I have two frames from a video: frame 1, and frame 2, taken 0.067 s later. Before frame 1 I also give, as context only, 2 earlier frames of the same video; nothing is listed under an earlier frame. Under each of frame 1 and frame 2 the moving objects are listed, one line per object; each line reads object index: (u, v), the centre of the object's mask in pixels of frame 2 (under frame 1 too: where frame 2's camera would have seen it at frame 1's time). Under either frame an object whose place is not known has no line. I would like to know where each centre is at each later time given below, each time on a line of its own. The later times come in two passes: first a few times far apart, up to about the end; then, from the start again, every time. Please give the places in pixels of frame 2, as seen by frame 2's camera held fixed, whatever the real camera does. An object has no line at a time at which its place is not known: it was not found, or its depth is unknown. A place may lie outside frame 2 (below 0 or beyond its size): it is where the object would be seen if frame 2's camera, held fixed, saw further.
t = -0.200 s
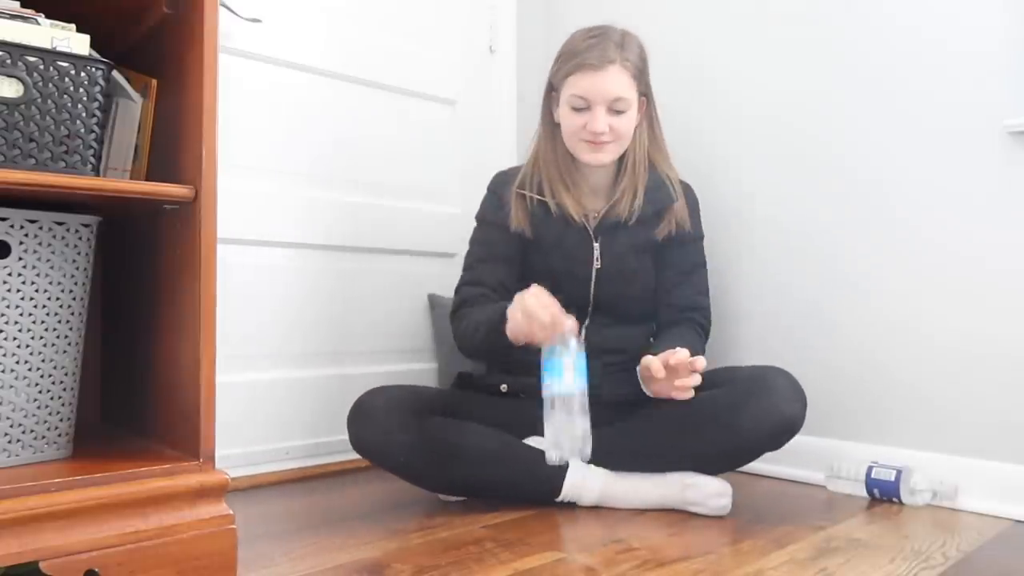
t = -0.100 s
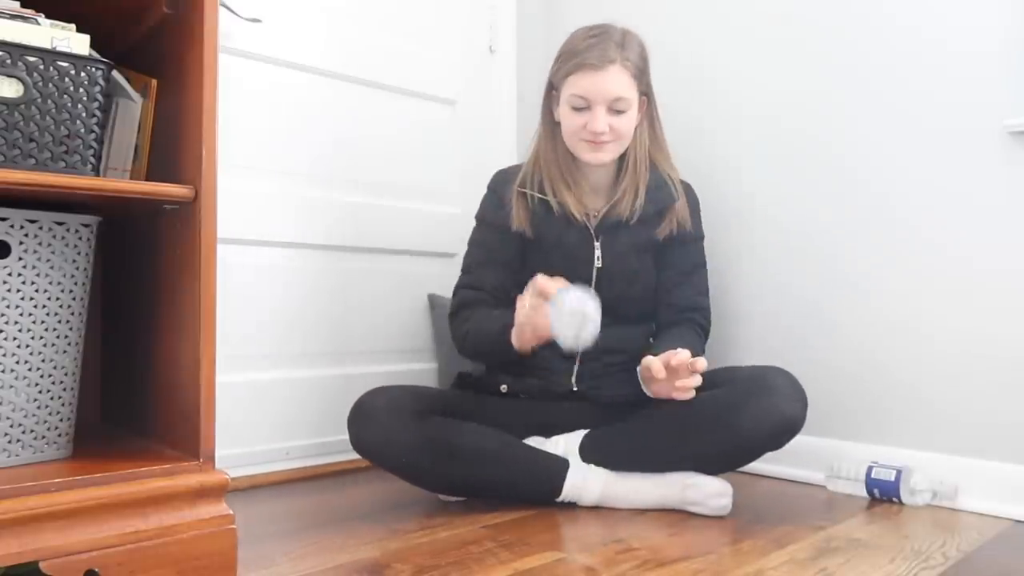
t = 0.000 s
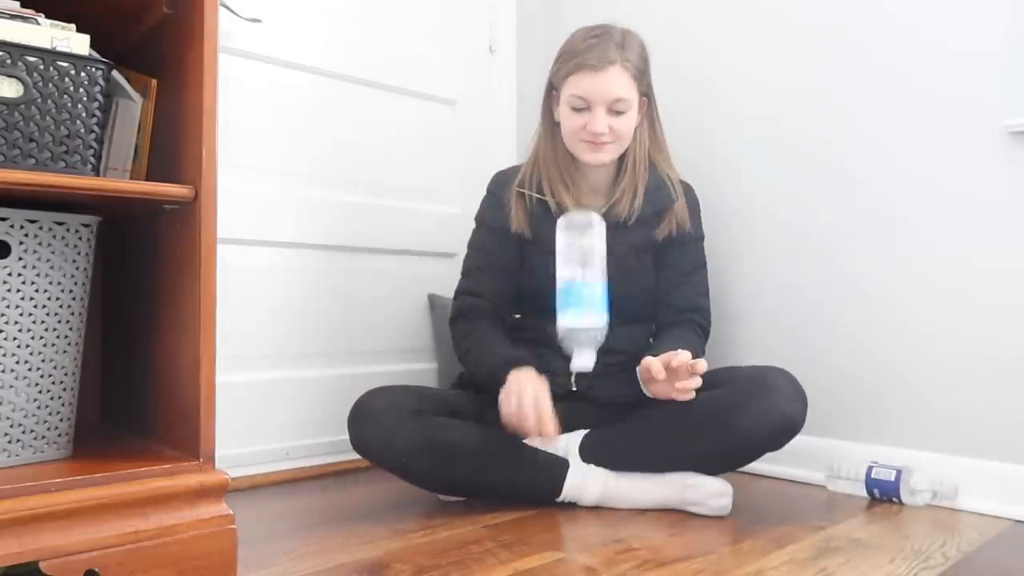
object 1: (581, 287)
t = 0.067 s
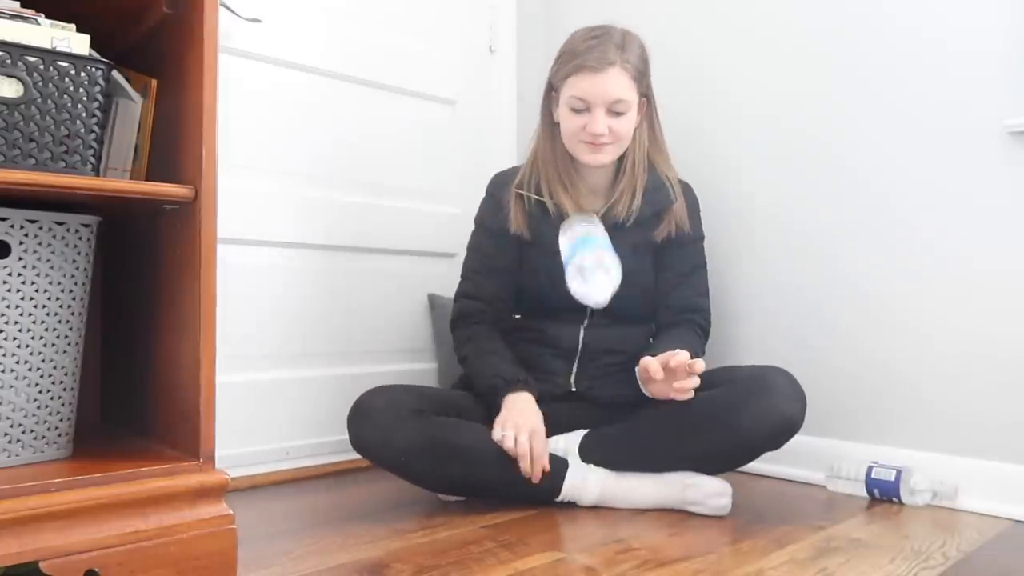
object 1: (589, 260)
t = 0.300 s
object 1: (600, 499)
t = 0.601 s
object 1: (603, 502)
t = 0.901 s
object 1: (605, 503)
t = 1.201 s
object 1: (605, 503)
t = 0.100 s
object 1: (593, 261)
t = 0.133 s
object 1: (594, 276)
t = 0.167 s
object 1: (594, 301)
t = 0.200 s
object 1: (595, 335)
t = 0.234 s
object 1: (596, 380)
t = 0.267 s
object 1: (597, 434)
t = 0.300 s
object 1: (600, 499)
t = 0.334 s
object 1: (597, 503)
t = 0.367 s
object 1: (592, 501)
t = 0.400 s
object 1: (591, 502)
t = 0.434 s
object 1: (592, 501)
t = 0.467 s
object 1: (594, 500)
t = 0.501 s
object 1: (599, 501)
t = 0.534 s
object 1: (605, 502)
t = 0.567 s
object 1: (604, 502)
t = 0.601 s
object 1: (603, 502)
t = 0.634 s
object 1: (604, 502)
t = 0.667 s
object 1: (605, 503)
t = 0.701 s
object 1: (605, 503)
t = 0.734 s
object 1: (605, 503)
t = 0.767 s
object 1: (605, 503)
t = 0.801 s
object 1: (605, 502)
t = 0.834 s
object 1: (605, 503)
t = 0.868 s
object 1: (605, 502)
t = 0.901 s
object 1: (605, 503)
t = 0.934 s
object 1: (605, 503)
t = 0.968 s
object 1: (605, 502)
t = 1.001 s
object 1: (605, 502)
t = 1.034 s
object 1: (605, 502)
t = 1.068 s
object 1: (605, 502)
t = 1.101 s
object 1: (605, 502)
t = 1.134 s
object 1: (605, 503)
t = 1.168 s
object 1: (605, 503)
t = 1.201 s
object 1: (605, 503)
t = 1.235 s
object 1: (605, 503)
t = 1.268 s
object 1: (605, 503)
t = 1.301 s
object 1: (605, 503)
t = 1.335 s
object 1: (605, 502)
